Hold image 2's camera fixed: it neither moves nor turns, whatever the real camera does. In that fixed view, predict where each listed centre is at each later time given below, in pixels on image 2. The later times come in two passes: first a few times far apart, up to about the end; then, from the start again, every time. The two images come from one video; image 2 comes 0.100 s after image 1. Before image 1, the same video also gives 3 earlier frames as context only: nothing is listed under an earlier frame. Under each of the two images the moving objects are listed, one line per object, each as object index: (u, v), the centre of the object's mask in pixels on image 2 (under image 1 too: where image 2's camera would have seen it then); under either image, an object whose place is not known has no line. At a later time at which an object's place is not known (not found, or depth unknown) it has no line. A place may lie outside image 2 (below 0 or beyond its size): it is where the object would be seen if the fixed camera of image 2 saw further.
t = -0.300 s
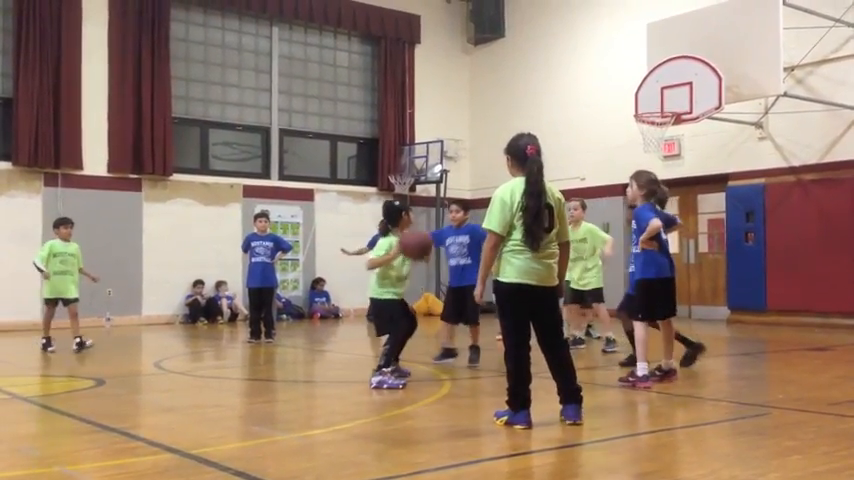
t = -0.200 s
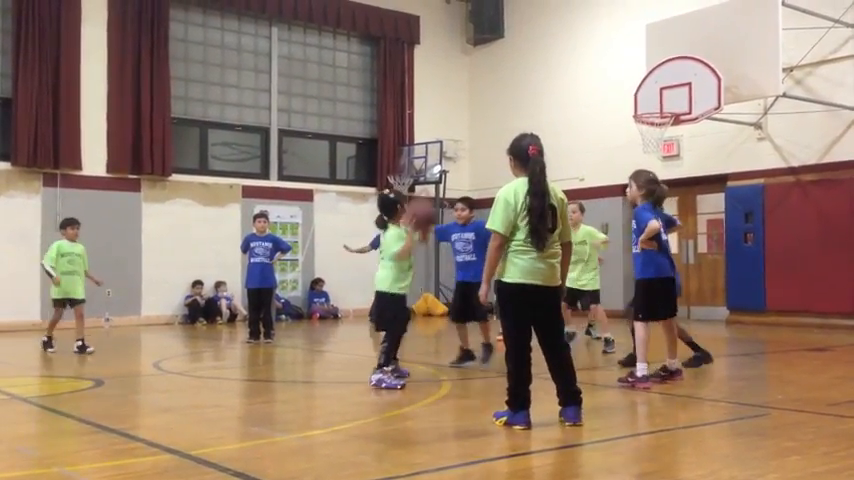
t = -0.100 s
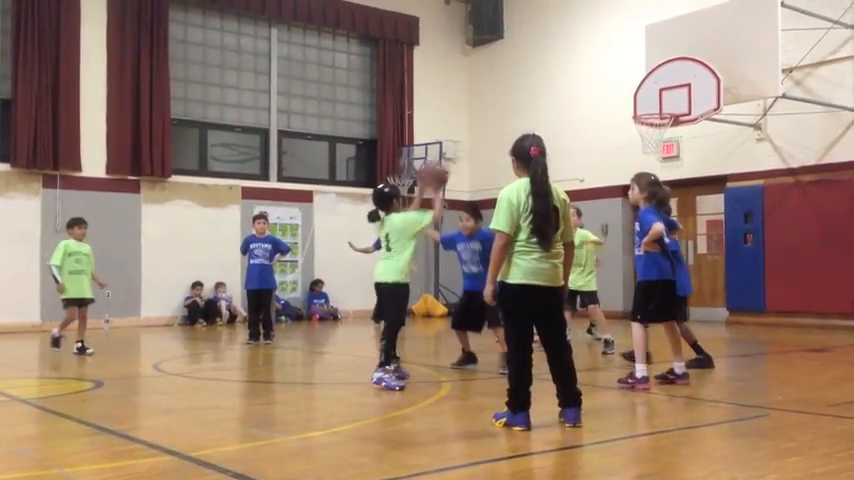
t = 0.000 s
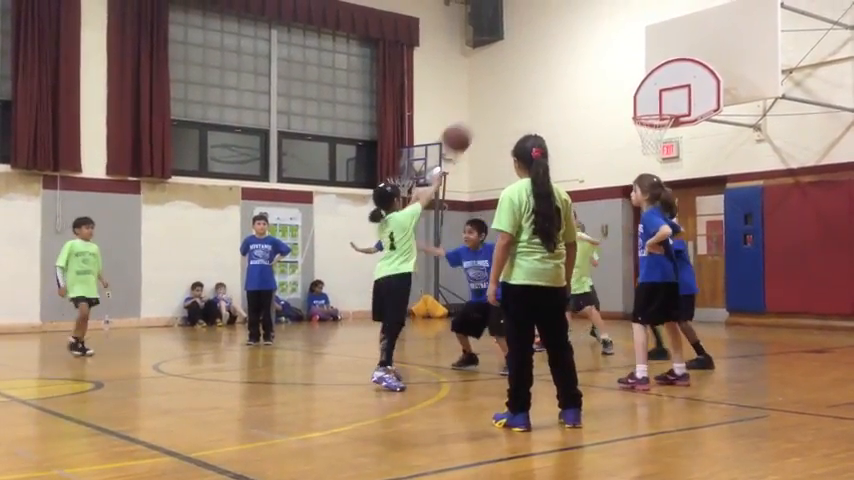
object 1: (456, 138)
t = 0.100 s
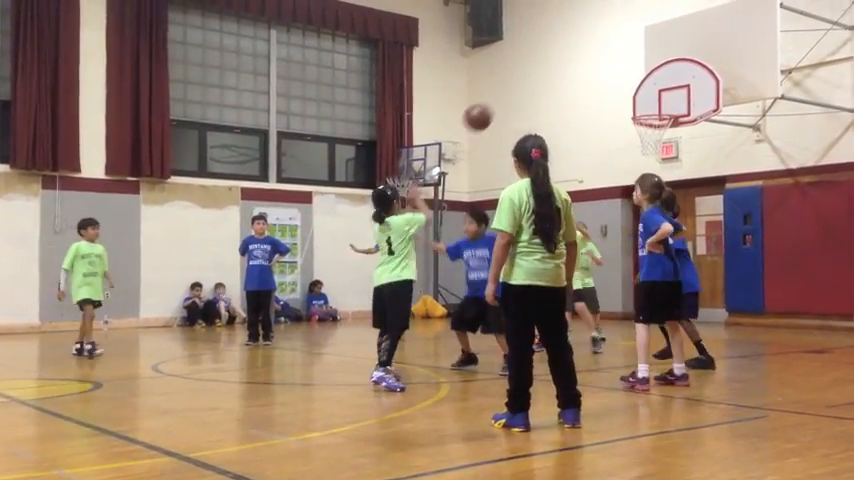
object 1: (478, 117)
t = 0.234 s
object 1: (504, 109)
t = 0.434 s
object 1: (538, 132)
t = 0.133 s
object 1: (485, 113)
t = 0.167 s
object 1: (491, 110)
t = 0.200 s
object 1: (498, 109)
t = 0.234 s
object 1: (504, 109)
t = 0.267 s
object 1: (510, 111)
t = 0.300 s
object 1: (515, 113)
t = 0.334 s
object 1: (521, 117)
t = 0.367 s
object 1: (526, 121)
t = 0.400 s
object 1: (531, 126)
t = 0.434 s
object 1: (538, 132)
